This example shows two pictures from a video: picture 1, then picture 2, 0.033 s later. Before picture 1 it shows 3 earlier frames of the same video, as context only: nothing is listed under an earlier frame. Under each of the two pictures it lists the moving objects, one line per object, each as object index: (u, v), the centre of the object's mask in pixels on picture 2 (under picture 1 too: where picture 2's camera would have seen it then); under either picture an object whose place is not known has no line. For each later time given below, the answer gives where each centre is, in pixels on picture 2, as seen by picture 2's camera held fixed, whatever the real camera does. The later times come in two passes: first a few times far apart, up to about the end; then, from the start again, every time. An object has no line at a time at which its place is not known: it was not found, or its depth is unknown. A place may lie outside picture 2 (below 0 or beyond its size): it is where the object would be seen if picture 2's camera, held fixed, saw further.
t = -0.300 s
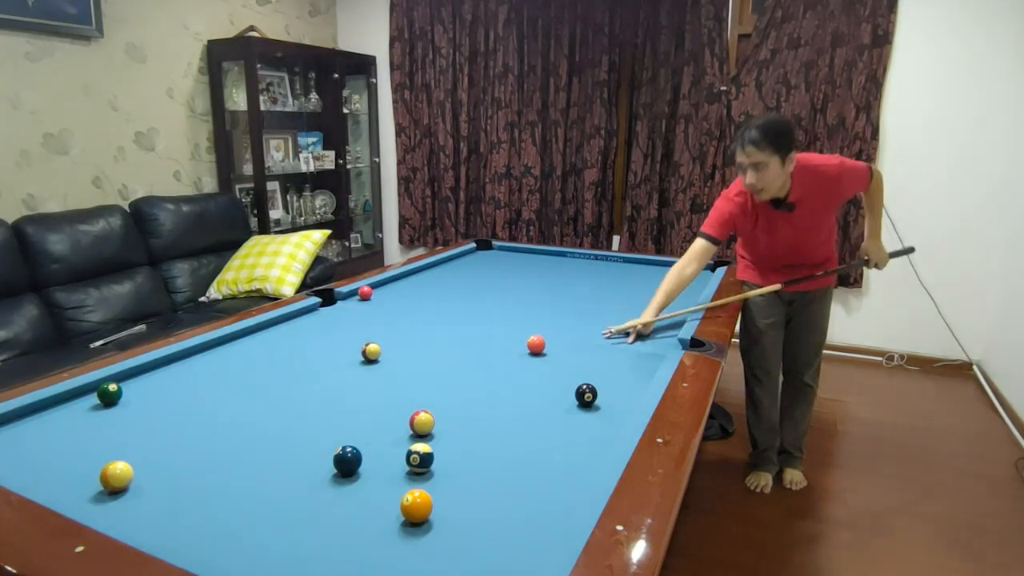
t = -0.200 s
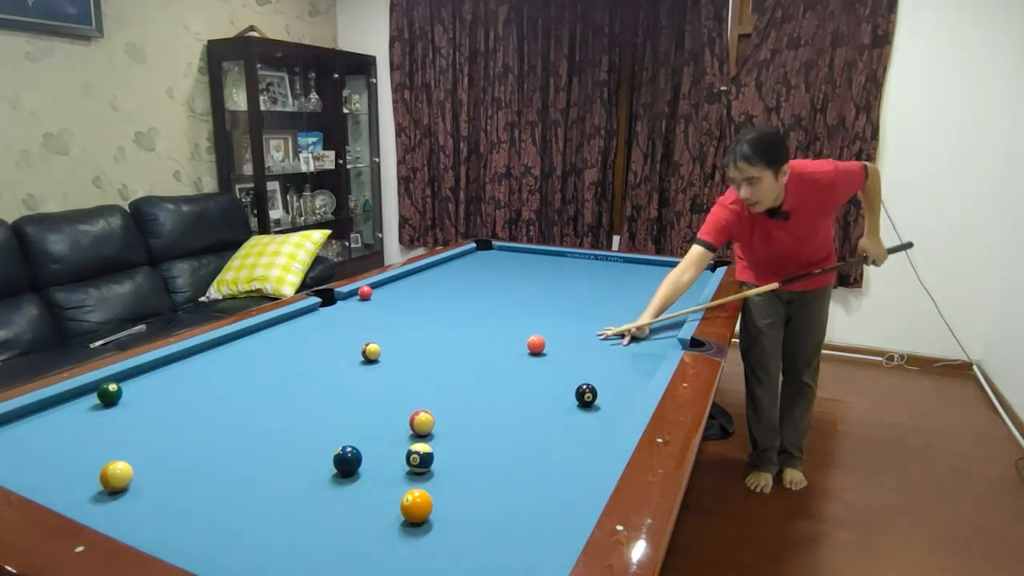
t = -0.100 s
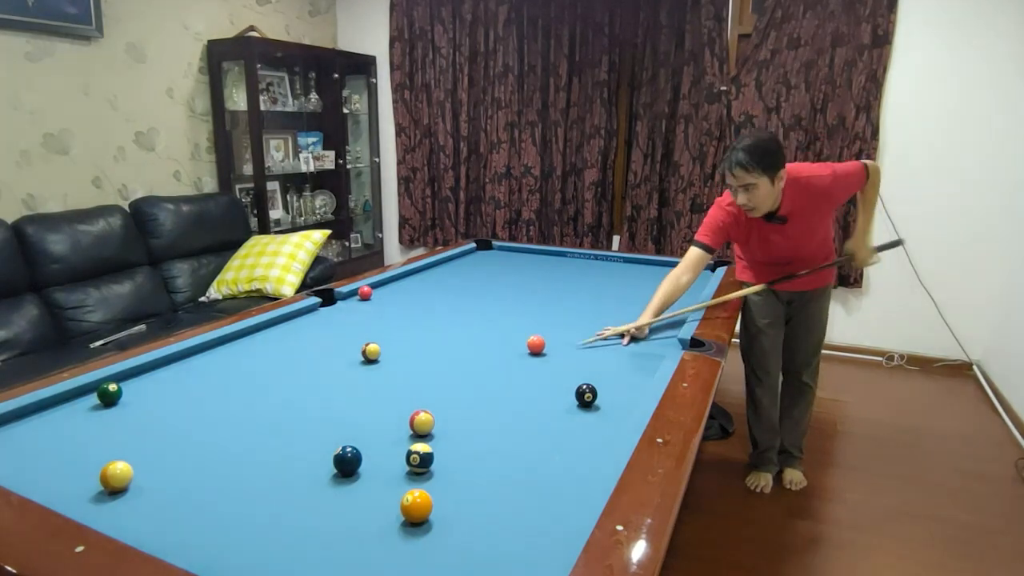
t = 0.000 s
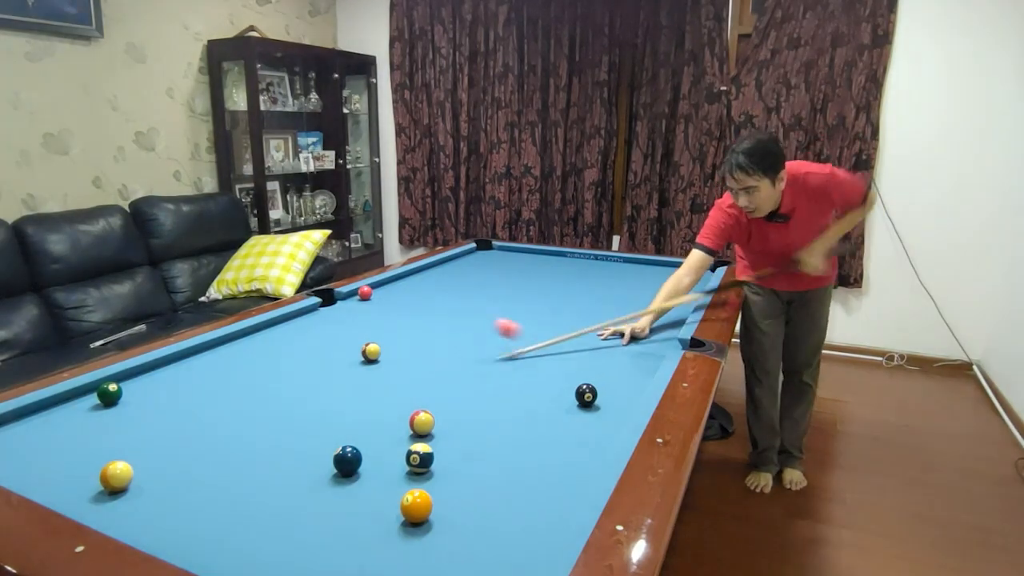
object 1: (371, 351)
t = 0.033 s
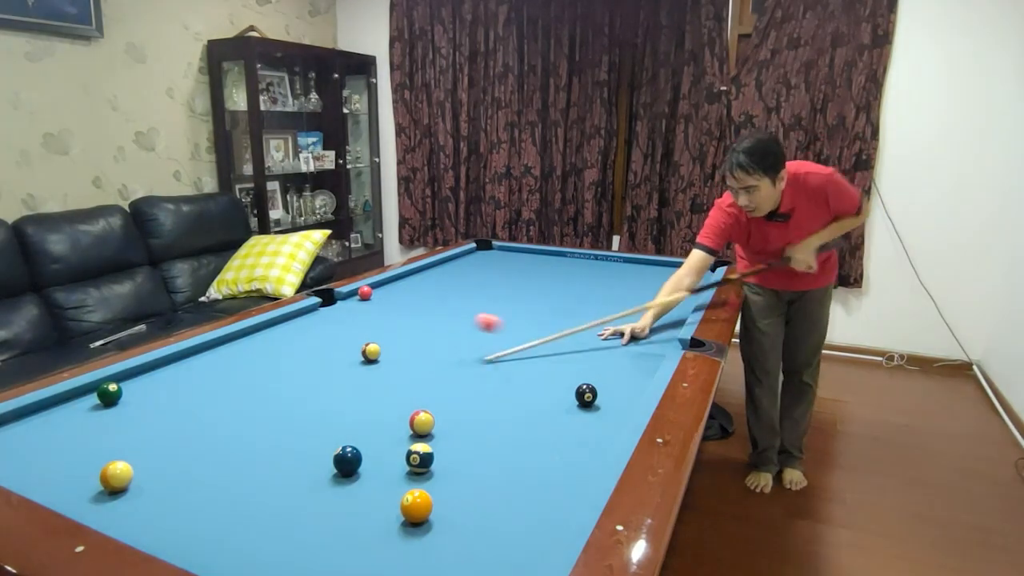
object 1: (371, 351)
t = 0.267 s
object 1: (331, 351)
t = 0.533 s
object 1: (203, 355)
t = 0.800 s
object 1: (192, 372)
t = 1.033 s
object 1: (199, 391)
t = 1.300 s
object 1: (209, 415)
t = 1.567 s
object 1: (220, 443)
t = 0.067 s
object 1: (371, 351)
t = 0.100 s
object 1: (371, 351)
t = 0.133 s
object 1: (371, 351)
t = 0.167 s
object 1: (371, 352)
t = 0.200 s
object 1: (369, 351)
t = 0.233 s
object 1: (351, 350)
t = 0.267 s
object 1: (331, 351)
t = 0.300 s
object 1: (313, 351)
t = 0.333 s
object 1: (294, 352)
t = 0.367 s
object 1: (278, 354)
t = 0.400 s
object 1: (262, 354)
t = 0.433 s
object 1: (247, 354)
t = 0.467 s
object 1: (233, 354)
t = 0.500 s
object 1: (217, 353)
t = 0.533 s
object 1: (203, 355)
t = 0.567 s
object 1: (190, 355)
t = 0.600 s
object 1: (184, 357)
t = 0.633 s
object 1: (186, 359)
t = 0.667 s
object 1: (188, 361)
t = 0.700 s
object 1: (189, 364)
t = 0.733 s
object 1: (190, 367)
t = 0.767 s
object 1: (191, 369)
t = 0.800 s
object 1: (192, 372)
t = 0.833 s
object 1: (193, 374)
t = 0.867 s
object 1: (194, 376)
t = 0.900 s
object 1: (195, 379)
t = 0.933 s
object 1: (196, 382)
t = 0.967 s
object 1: (197, 385)
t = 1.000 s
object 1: (198, 388)
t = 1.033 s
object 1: (199, 391)
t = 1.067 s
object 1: (201, 393)
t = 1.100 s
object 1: (202, 396)
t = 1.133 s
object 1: (203, 399)
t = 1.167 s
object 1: (204, 402)
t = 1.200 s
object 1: (205, 405)
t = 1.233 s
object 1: (207, 408)
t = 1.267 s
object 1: (208, 412)
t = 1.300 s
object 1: (209, 415)
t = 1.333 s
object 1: (210, 418)
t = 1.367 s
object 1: (212, 421)
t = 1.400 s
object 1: (213, 425)
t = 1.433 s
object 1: (214, 429)
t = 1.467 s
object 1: (216, 432)
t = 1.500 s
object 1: (217, 436)
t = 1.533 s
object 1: (219, 439)
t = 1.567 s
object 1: (220, 443)
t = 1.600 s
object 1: (222, 446)
